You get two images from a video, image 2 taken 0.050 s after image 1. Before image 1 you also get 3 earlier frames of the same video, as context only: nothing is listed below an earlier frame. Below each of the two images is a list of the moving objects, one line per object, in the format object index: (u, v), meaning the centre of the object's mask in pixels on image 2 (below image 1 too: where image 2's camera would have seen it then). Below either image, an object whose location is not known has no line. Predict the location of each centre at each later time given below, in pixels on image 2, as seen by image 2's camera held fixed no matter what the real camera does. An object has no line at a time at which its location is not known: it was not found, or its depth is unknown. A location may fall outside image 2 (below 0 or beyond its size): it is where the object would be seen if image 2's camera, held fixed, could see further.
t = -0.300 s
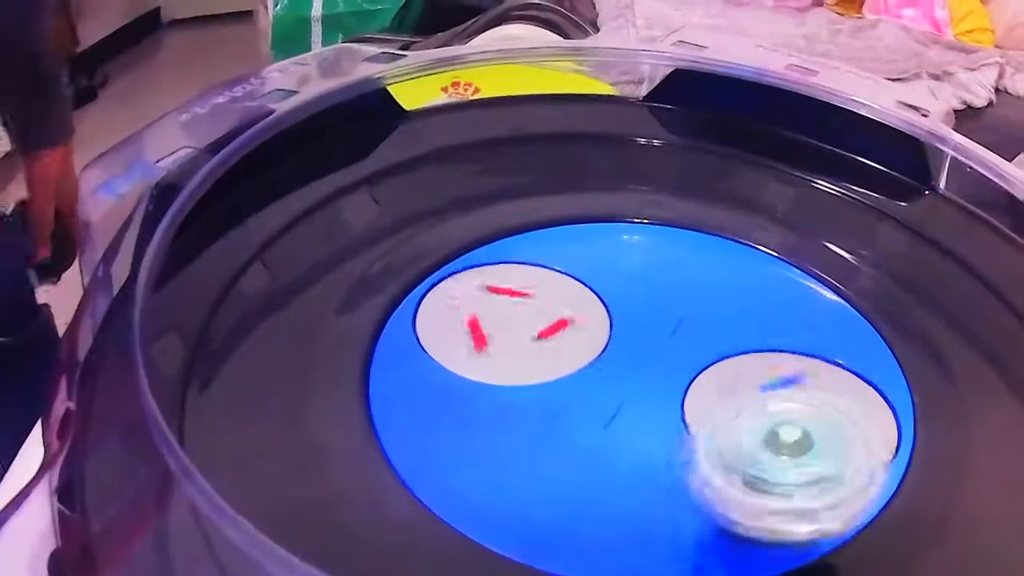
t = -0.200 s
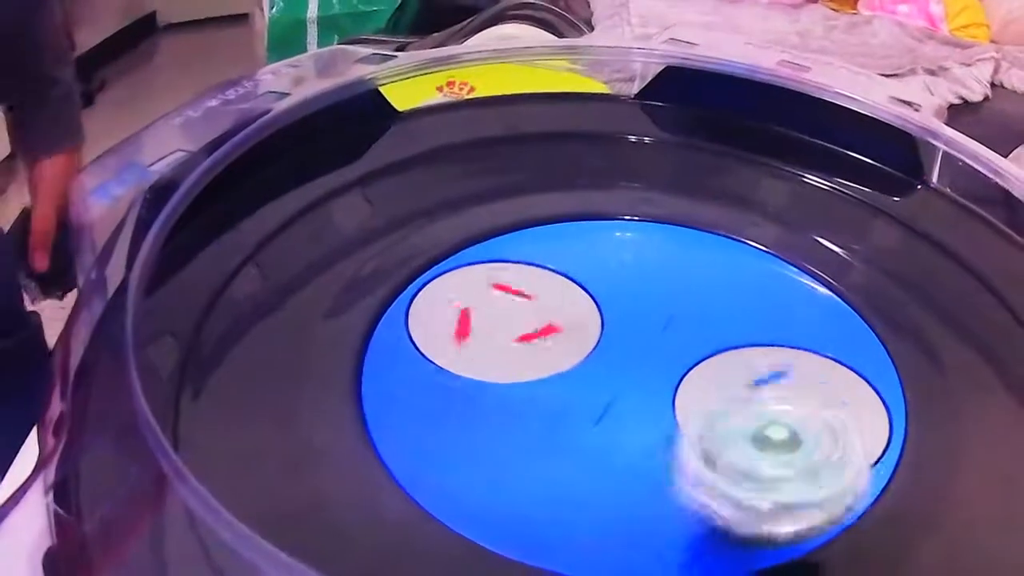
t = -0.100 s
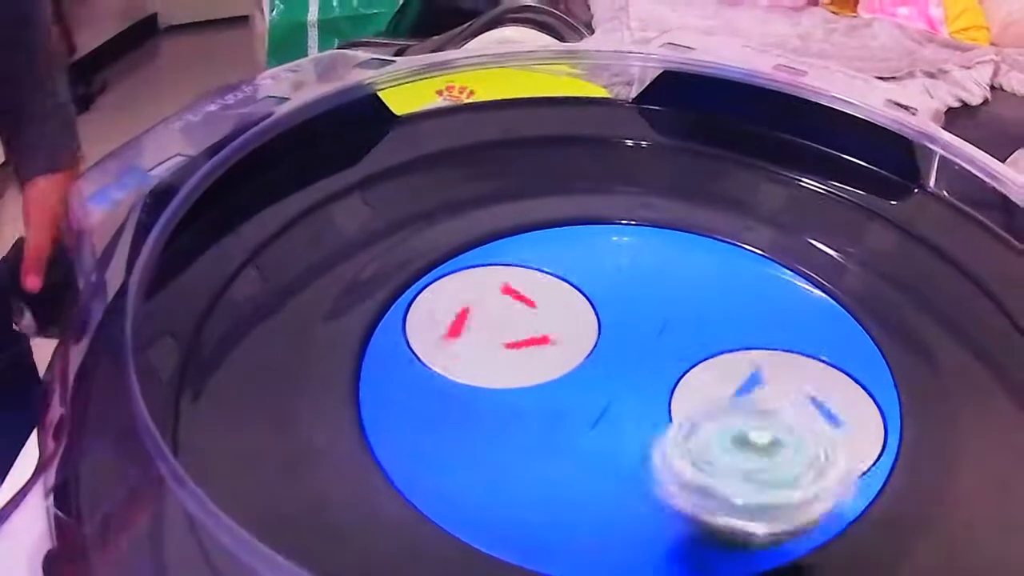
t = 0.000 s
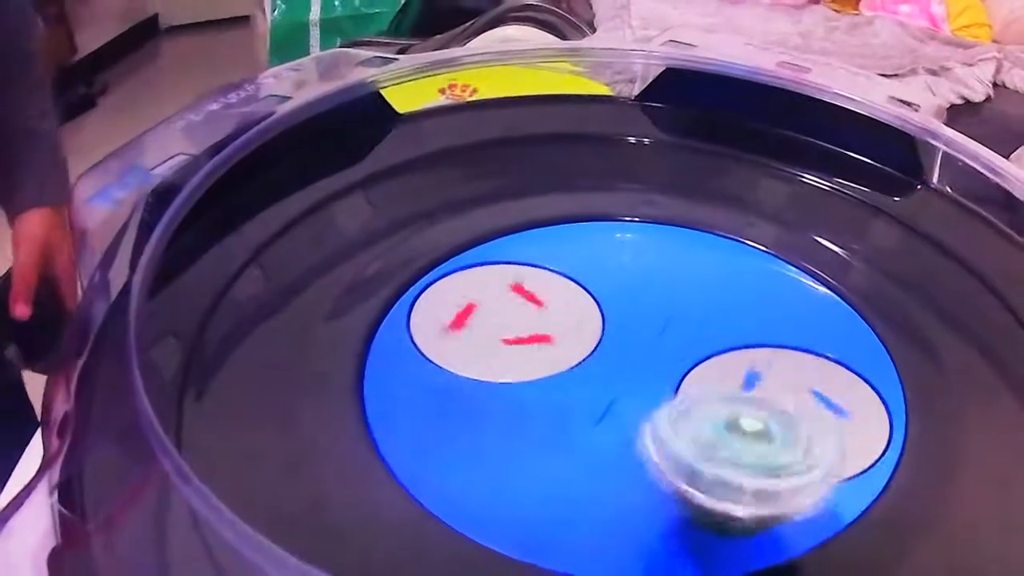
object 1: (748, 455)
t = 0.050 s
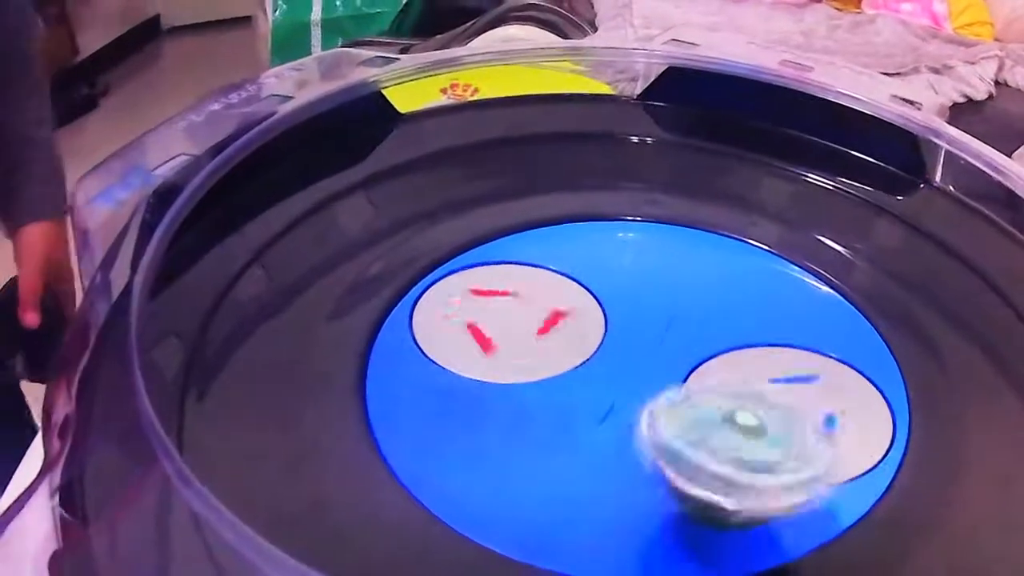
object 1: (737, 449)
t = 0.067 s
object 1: (730, 449)
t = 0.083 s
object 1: (724, 447)
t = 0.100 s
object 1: (727, 445)
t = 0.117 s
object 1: (722, 441)
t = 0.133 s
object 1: (720, 438)
